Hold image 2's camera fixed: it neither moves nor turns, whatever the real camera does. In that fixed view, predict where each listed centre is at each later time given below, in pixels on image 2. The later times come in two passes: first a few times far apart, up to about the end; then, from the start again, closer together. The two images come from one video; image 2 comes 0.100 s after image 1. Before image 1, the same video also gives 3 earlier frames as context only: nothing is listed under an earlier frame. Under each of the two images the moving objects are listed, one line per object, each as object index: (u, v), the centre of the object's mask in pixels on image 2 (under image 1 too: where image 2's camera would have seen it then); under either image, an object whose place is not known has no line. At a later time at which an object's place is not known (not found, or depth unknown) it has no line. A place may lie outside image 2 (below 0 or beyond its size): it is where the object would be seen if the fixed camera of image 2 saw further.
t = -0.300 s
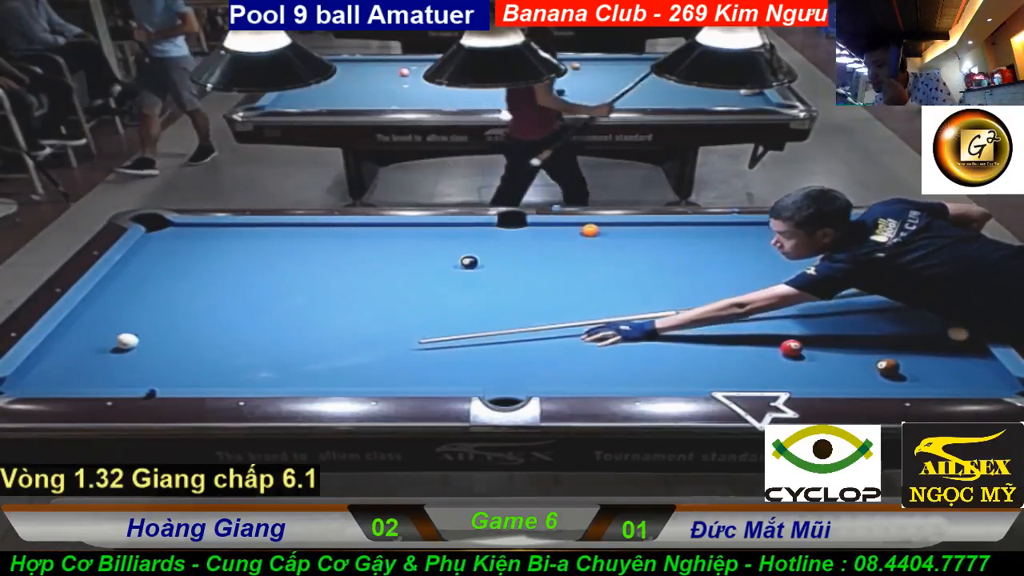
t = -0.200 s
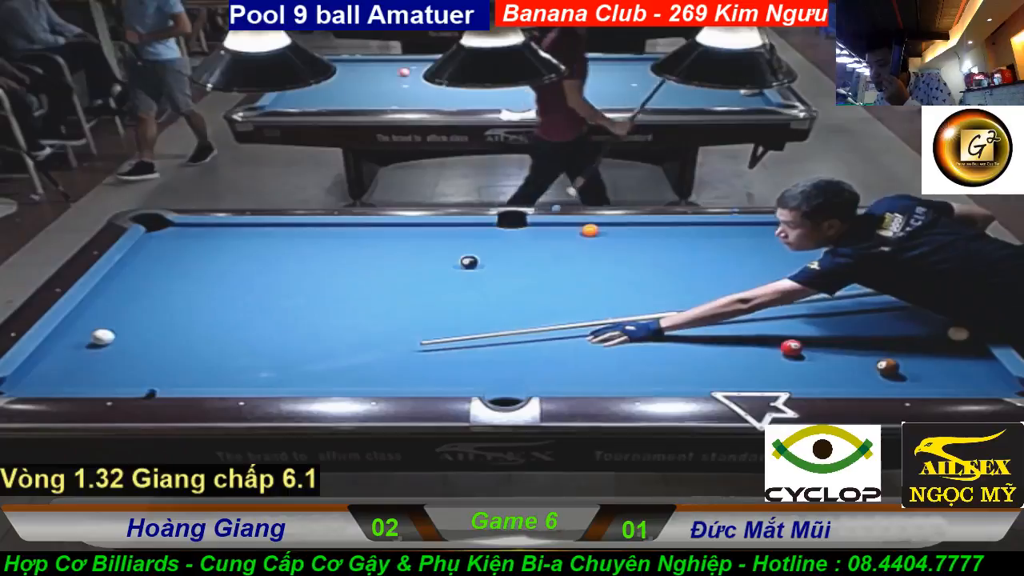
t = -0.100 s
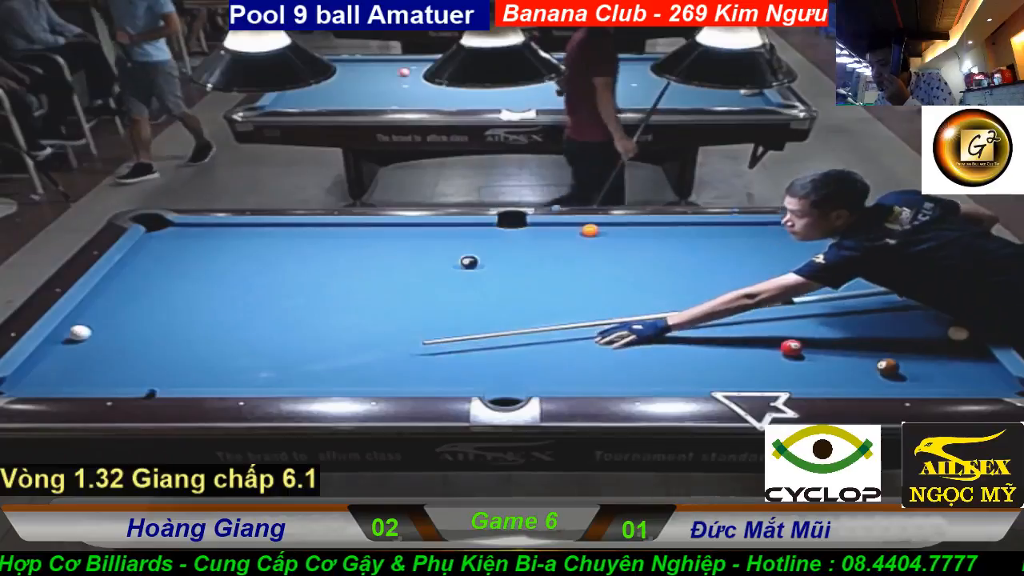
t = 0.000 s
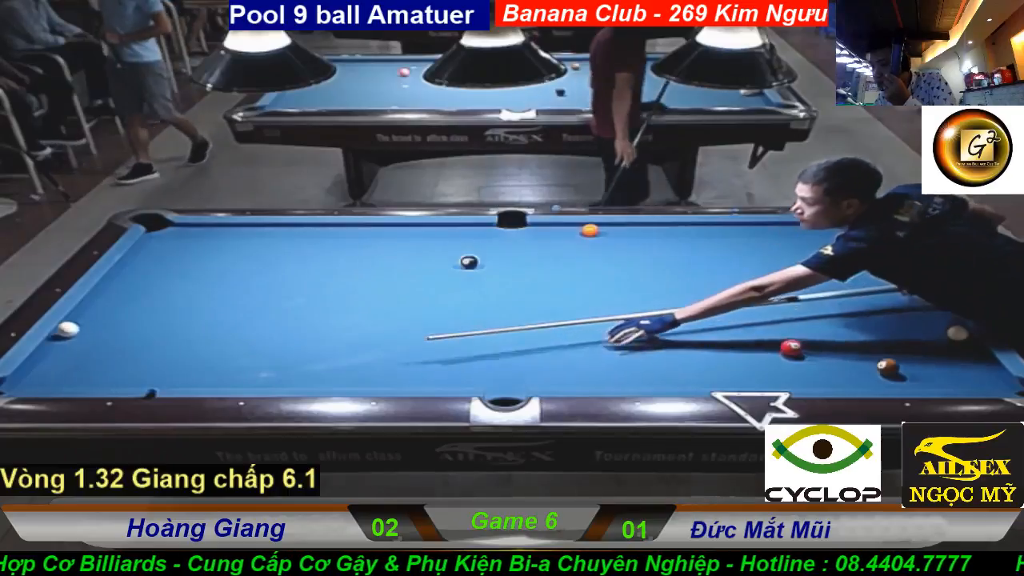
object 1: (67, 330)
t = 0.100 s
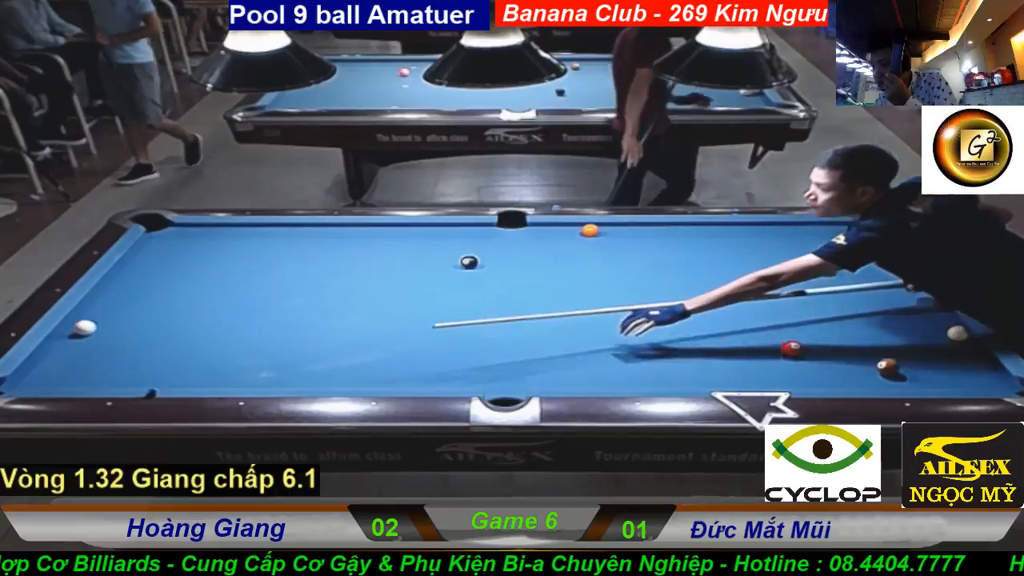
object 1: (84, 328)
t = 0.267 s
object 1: (110, 325)
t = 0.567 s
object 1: (152, 320)
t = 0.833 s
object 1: (187, 316)
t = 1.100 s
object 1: (218, 312)
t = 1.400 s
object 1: (250, 308)
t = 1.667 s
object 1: (276, 305)
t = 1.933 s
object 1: (299, 303)
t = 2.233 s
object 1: (323, 300)
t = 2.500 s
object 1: (341, 298)
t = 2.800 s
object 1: (360, 295)
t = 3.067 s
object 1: (374, 294)
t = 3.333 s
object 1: (386, 292)
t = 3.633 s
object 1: (398, 290)
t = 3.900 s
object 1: (407, 289)
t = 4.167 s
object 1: (412, 288)
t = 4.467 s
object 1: (418, 288)
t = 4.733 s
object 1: (420, 288)
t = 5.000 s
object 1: (421, 288)
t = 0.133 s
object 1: (90, 327)
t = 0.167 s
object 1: (95, 326)
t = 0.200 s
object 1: (100, 326)
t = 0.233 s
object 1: (105, 325)
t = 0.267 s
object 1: (110, 325)
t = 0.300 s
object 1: (115, 324)
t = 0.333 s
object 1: (119, 324)
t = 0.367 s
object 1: (125, 323)
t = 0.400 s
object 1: (129, 322)
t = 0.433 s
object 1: (134, 322)
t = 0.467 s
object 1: (138, 321)
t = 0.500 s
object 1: (143, 321)
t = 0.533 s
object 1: (148, 320)
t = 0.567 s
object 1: (152, 320)
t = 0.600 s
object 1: (157, 319)
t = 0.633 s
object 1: (161, 318)
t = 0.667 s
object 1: (166, 318)
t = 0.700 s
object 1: (170, 318)
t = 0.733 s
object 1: (174, 317)
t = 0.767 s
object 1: (178, 317)
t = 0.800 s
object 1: (183, 316)
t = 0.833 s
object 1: (187, 316)
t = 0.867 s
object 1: (191, 315)
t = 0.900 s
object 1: (195, 315)
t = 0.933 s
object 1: (199, 314)
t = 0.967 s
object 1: (203, 314)
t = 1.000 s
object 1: (207, 313)
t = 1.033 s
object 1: (210, 313)
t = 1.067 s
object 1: (214, 312)
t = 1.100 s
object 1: (218, 312)
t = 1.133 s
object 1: (222, 312)
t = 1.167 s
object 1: (226, 311)
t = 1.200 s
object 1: (229, 311)
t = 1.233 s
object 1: (233, 310)
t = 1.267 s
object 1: (237, 310)
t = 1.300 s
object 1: (240, 309)
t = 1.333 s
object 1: (244, 309)
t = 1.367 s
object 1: (247, 309)
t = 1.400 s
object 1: (250, 308)
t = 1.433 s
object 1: (254, 308)
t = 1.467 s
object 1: (257, 307)
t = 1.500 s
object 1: (260, 307)
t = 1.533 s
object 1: (264, 307)
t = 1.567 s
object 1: (267, 306)
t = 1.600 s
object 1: (270, 306)
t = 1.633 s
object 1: (273, 305)
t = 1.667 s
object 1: (276, 305)
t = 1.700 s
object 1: (279, 305)
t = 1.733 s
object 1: (282, 304)
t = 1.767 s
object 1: (285, 304)
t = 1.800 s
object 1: (288, 304)
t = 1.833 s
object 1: (291, 304)
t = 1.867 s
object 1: (294, 303)
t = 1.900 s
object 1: (296, 303)
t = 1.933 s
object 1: (299, 303)
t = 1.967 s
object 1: (302, 302)
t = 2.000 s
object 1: (305, 302)
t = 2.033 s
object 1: (308, 301)
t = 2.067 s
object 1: (310, 301)
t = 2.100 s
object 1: (312, 301)
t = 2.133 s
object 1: (315, 300)
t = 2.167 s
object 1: (318, 300)
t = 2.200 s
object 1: (320, 300)
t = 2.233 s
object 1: (323, 300)
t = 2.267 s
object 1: (325, 300)
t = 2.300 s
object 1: (328, 299)
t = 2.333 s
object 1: (330, 299)
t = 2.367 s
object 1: (332, 299)
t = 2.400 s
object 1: (334, 298)
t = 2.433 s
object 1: (337, 298)
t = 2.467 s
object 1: (339, 298)
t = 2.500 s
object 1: (341, 298)
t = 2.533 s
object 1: (343, 297)
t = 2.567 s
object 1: (346, 297)
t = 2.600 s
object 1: (348, 297)
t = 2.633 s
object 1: (350, 297)
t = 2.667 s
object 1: (352, 296)
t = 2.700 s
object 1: (354, 296)
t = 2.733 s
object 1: (356, 296)
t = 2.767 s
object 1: (358, 296)
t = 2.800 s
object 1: (360, 295)
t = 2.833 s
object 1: (361, 295)
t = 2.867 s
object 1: (364, 295)
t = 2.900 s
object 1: (365, 295)
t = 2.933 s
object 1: (367, 294)
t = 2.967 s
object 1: (369, 294)
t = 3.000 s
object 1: (371, 294)
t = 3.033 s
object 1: (372, 294)
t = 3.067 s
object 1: (374, 294)
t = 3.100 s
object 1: (377, 293)
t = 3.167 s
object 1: (379, 293)
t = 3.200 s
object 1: (380, 293)
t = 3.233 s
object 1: (382, 292)
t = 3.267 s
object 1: (383, 292)
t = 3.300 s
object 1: (385, 292)
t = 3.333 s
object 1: (386, 292)
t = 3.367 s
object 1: (388, 291)
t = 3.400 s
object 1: (389, 291)
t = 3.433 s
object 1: (390, 291)
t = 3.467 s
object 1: (392, 291)
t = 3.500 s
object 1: (394, 291)
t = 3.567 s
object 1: (396, 290)
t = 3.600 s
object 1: (397, 290)
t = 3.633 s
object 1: (398, 290)
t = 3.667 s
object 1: (399, 290)
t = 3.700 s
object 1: (400, 290)
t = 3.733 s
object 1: (401, 290)
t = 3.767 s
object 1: (402, 290)
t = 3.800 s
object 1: (403, 290)
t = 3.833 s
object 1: (404, 290)
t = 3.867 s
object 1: (405, 289)
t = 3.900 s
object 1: (407, 289)
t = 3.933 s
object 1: (408, 289)
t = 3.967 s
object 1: (408, 289)
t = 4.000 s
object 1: (408, 289)
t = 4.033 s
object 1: (409, 289)
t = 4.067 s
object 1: (410, 289)
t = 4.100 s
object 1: (411, 289)
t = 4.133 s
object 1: (412, 289)
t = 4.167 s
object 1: (412, 288)
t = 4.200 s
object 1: (413, 288)
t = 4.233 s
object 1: (414, 288)
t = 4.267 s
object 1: (414, 288)
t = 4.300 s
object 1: (416, 288)
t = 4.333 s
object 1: (416, 288)
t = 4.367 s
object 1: (416, 288)
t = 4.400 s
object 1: (417, 288)
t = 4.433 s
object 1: (417, 288)
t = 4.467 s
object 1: (418, 288)
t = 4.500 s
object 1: (418, 288)
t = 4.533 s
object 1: (419, 288)
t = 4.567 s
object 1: (419, 288)
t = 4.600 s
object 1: (419, 288)
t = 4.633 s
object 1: (420, 288)
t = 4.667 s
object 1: (420, 288)
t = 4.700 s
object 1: (420, 288)
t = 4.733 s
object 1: (420, 288)
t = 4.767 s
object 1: (420, 288)
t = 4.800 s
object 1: (421, 288)
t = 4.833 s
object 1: (421, 288)
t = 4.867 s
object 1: (421, 288)
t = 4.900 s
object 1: (421, 288)
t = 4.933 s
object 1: (421, 288)
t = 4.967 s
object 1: (421, 288)
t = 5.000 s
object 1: (421, 288)
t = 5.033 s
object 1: (421, 288)
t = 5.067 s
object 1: (421, 288)
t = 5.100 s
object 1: (421, 288)
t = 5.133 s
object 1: (421, 288)
